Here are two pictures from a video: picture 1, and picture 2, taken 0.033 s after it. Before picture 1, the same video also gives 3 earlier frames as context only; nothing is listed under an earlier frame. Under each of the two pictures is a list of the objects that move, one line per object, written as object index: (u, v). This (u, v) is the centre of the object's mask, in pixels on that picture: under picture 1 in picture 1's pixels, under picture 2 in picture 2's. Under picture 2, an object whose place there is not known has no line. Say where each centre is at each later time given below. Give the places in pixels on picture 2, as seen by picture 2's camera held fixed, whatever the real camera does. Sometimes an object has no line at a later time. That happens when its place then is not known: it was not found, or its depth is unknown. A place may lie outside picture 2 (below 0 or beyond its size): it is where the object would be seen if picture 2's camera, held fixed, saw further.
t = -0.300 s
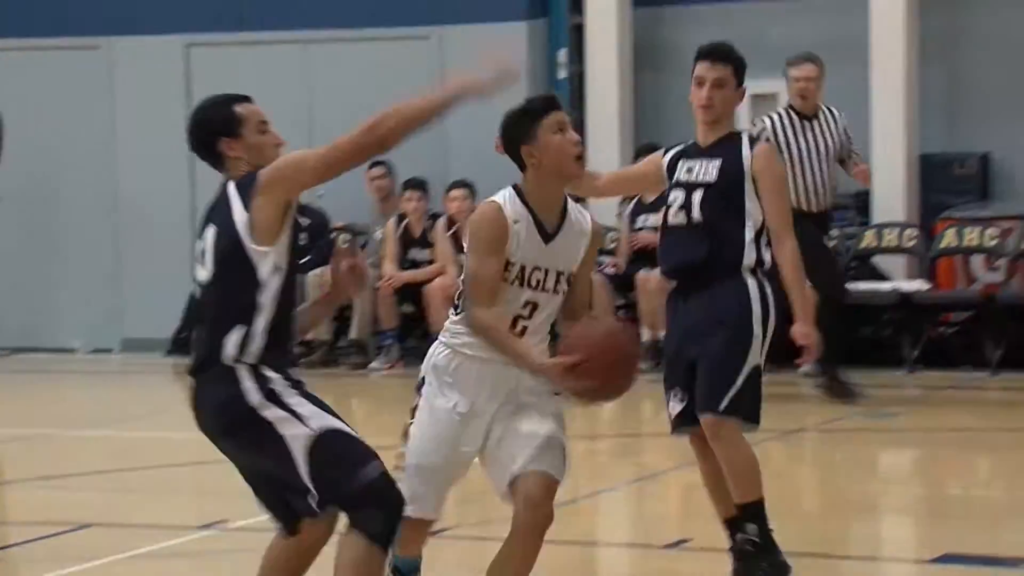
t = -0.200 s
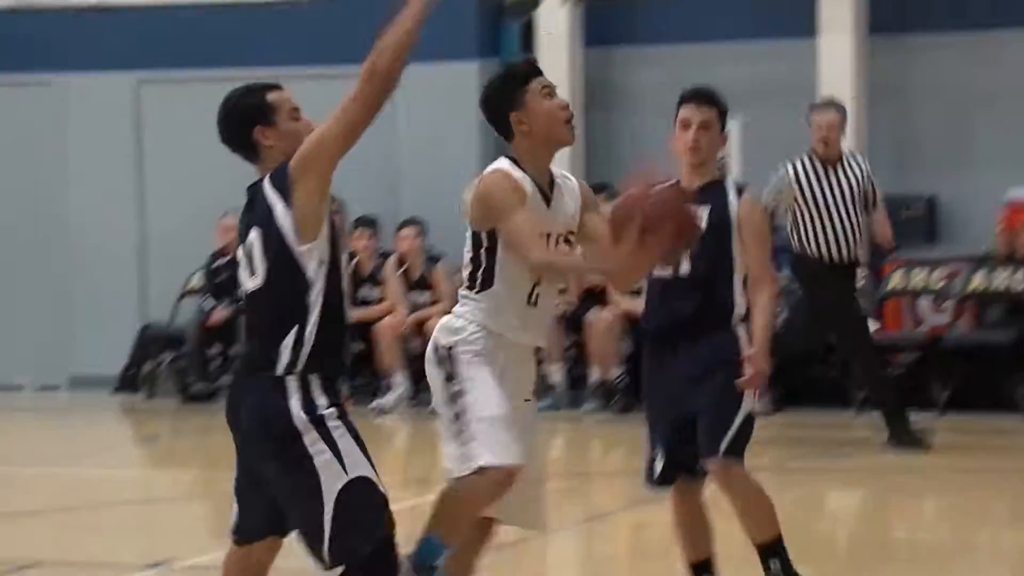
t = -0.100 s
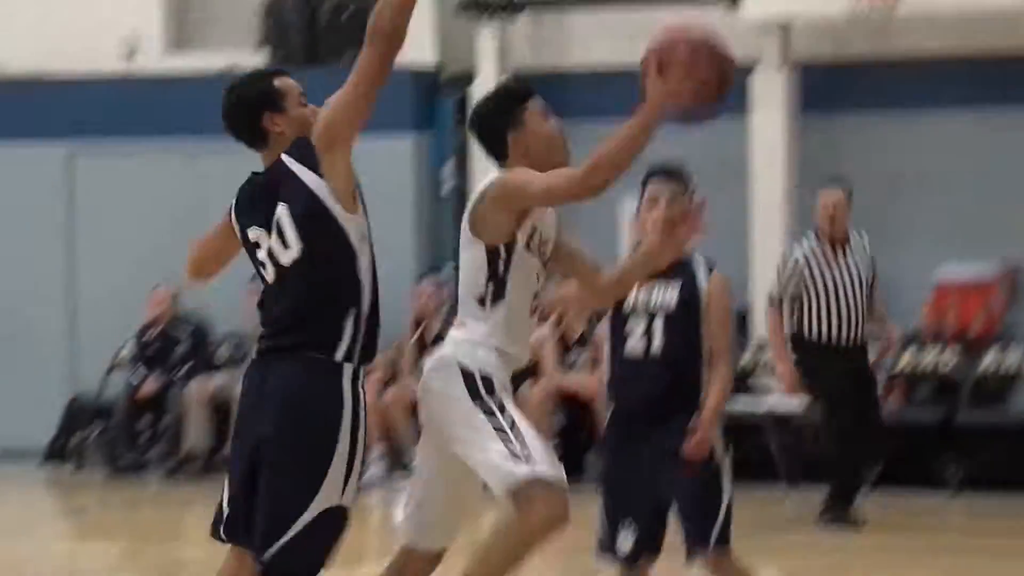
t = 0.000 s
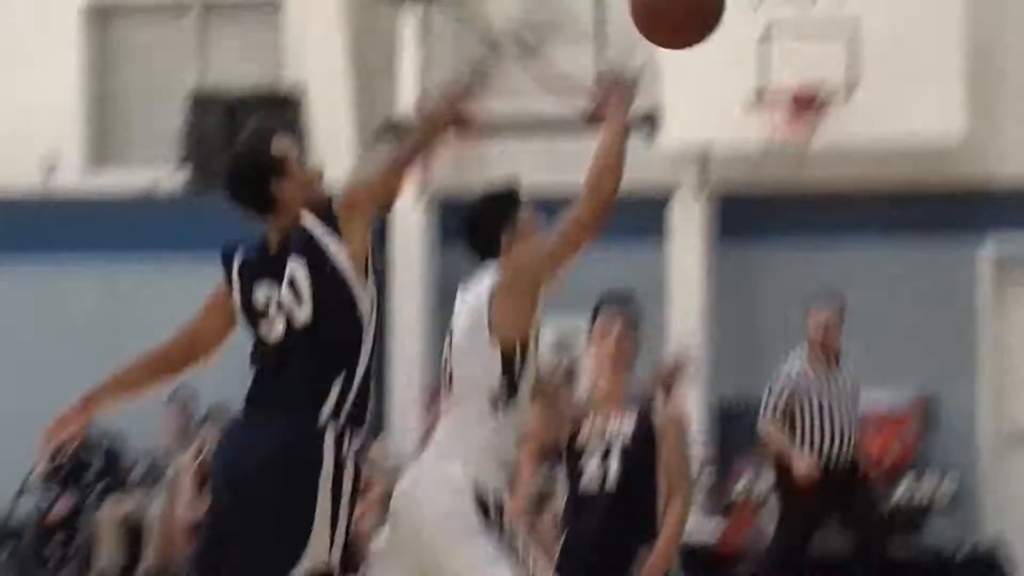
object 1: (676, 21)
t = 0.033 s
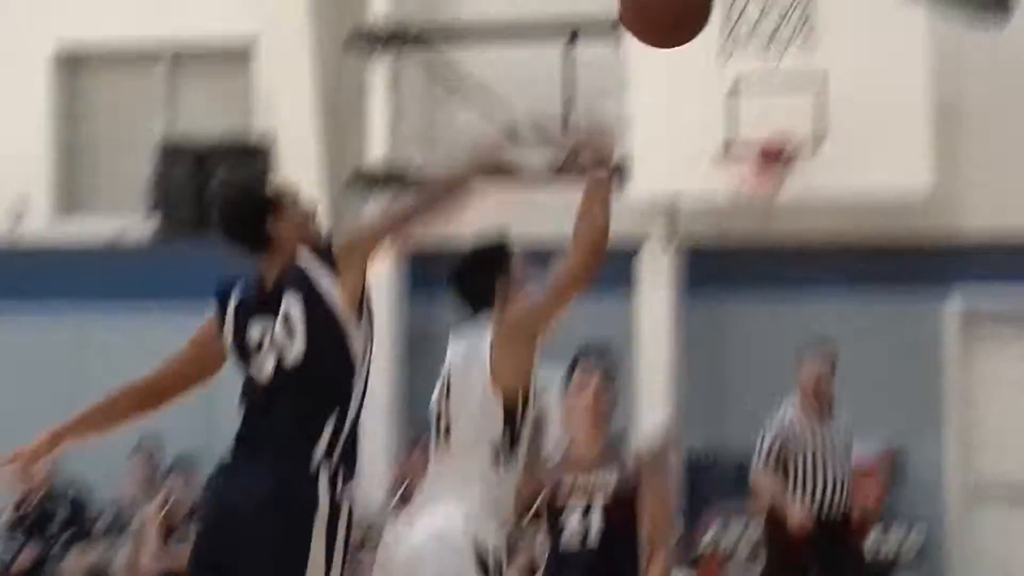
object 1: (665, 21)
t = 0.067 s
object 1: (684, -30)
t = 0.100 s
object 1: (703, -85)
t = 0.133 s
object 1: (721, -136)
